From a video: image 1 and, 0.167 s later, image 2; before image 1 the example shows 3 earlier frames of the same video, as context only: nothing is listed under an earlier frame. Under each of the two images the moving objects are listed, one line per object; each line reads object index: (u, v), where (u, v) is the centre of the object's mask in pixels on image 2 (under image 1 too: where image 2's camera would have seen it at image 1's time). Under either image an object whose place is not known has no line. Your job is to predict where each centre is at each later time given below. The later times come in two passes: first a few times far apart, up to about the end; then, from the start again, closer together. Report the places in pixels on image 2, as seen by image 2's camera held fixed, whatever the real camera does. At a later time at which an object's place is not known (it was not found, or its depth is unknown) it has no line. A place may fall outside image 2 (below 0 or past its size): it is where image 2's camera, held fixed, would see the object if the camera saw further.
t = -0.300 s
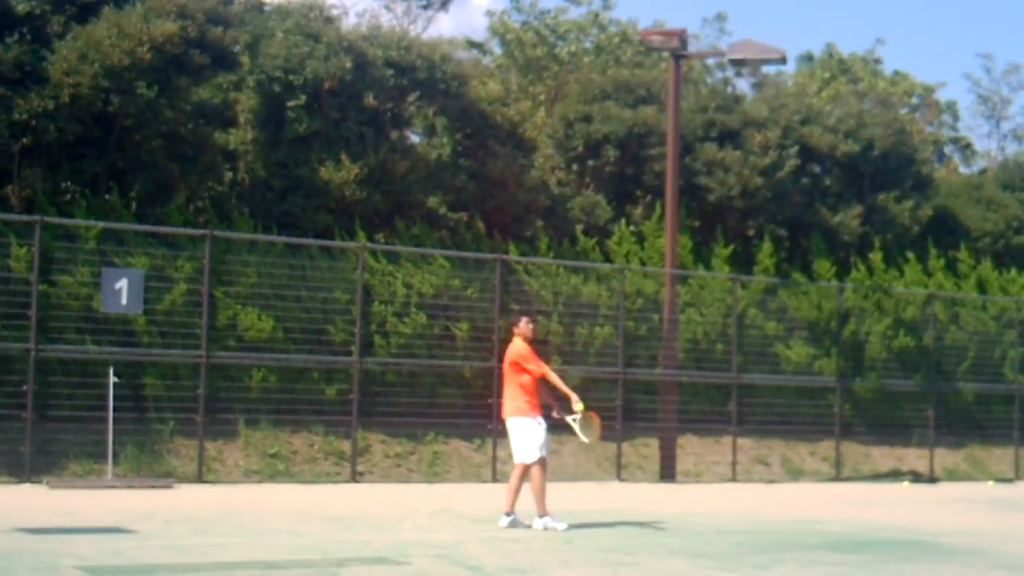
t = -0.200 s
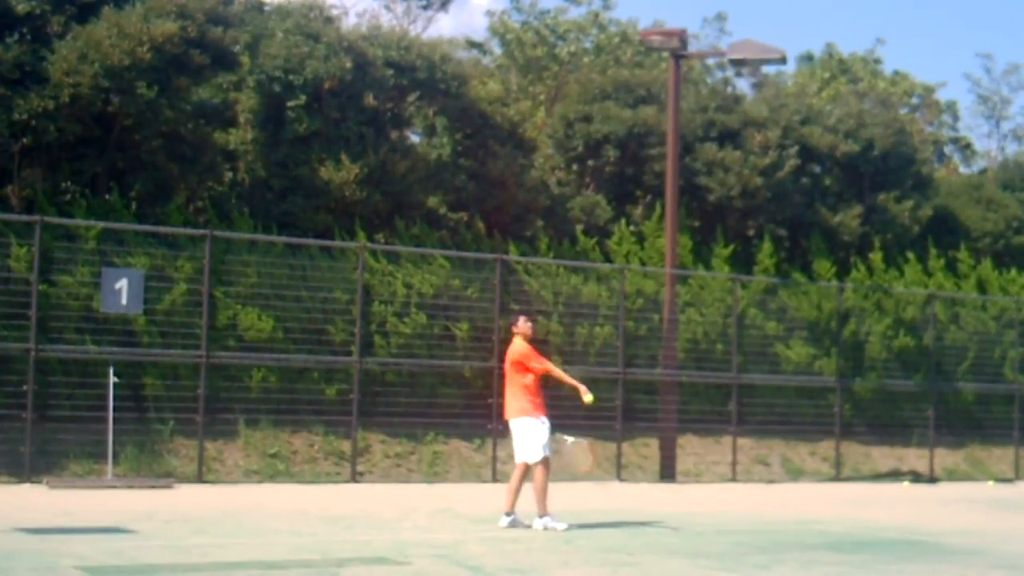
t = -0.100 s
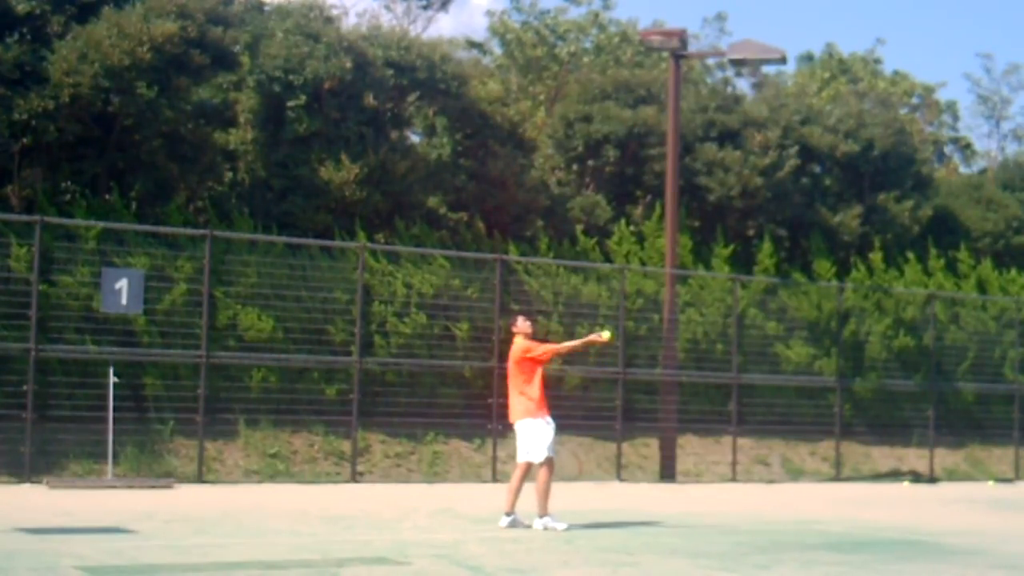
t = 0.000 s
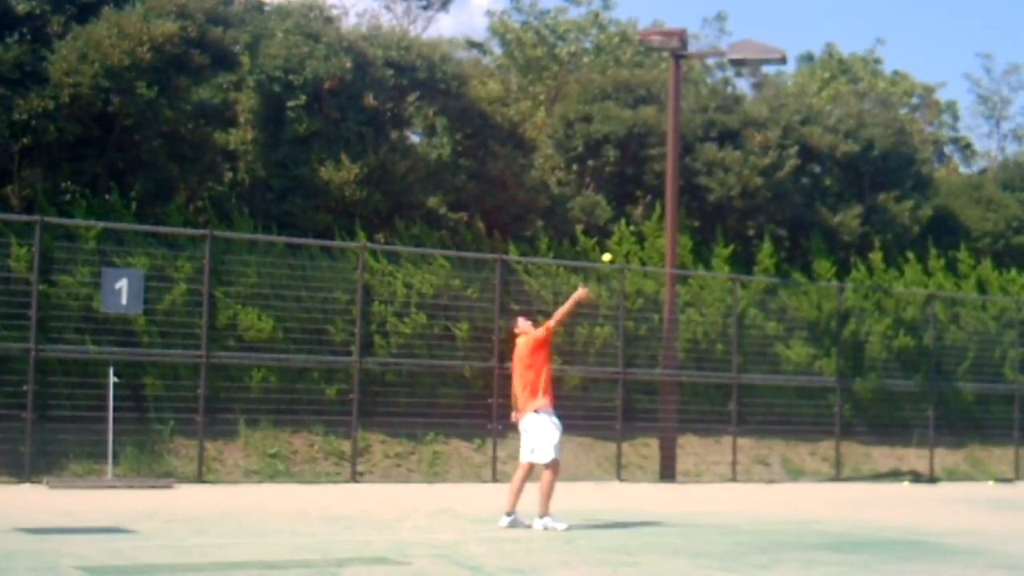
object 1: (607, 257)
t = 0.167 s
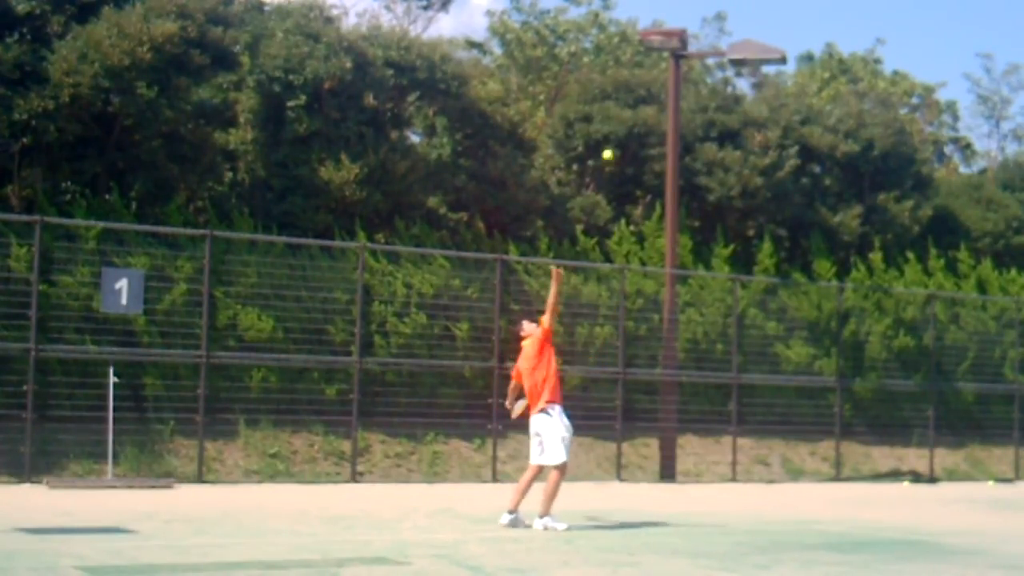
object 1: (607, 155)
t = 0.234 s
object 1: (607, 122)
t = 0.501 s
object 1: (606, 43)
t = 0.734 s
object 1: (603, 38)
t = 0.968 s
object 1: (599, 96)
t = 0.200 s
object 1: (607, 138)
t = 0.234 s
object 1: (607, 122)
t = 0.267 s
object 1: (607, 107)
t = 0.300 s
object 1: (607, 95)
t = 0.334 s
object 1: (607, 83)
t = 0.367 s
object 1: (607, 72)
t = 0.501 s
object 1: (606, 43)
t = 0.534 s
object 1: (605, 38)
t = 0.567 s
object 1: (605, 36)
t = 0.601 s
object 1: (604, 34)
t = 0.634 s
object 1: (603, 33)
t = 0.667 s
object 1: (603, 34)
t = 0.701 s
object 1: (603, 35)
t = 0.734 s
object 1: (603, 38)
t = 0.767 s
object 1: (602, 43)
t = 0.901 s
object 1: (600, 74)
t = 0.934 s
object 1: (599, 84)
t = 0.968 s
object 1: (599, 96)
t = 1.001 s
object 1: (598, 110)
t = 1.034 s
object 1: (597, 125)
